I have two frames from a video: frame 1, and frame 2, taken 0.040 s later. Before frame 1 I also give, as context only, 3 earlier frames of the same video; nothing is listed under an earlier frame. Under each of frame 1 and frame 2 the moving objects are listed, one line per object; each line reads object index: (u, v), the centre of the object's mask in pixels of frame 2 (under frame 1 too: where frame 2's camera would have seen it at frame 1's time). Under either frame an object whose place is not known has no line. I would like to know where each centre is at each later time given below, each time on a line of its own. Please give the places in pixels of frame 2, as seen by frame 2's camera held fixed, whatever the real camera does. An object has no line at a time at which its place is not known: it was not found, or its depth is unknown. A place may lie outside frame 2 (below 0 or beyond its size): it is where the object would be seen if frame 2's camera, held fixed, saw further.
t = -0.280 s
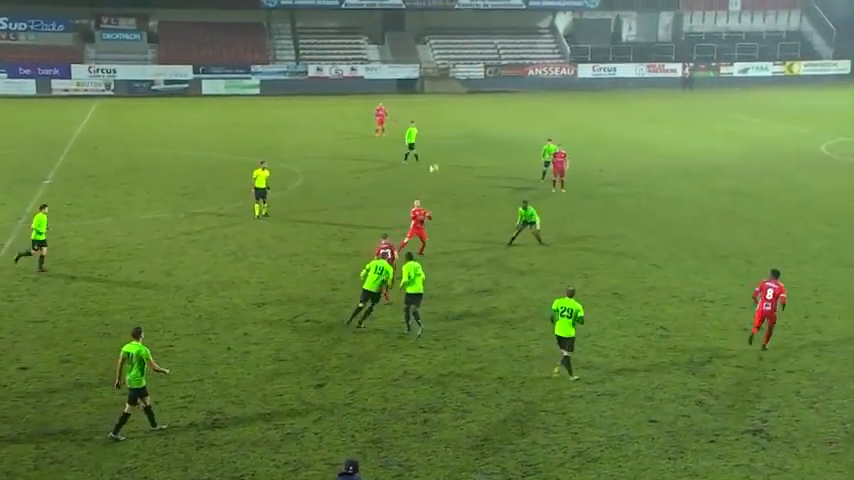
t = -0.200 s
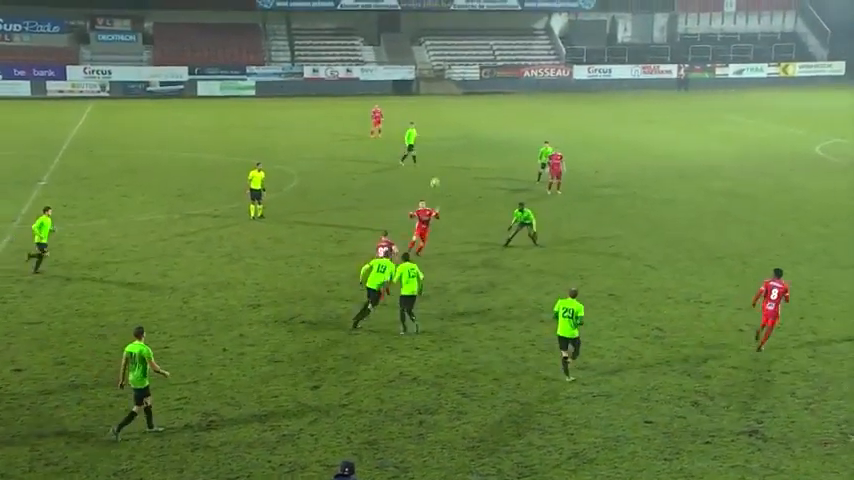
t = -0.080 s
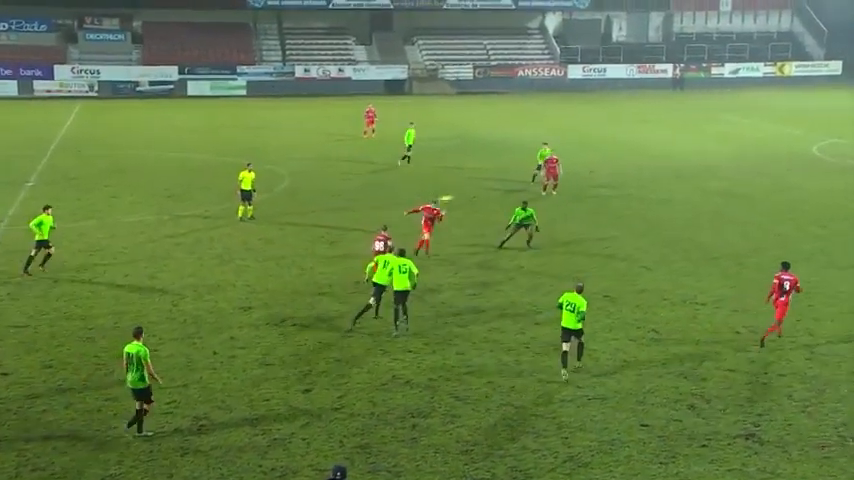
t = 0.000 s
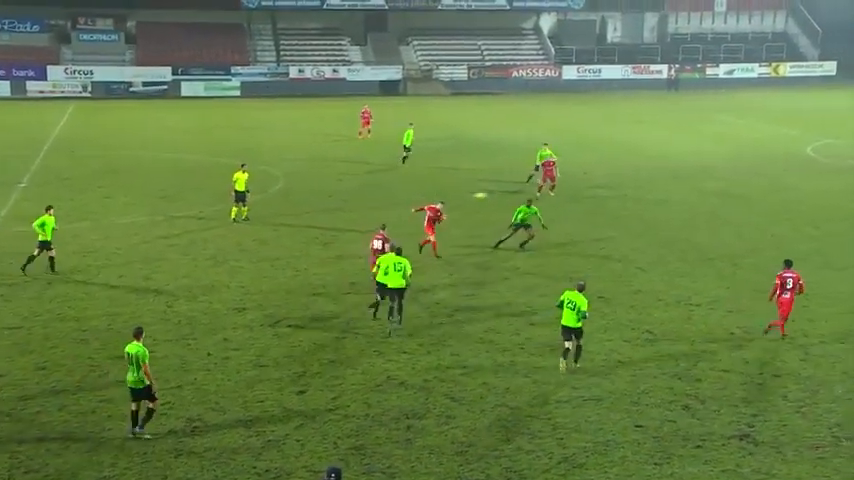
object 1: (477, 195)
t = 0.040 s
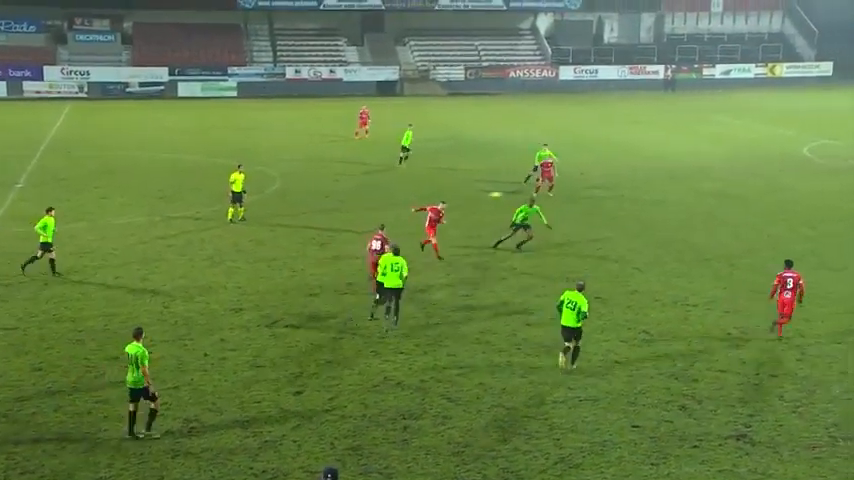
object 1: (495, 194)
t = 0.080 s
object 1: (513, 195)
